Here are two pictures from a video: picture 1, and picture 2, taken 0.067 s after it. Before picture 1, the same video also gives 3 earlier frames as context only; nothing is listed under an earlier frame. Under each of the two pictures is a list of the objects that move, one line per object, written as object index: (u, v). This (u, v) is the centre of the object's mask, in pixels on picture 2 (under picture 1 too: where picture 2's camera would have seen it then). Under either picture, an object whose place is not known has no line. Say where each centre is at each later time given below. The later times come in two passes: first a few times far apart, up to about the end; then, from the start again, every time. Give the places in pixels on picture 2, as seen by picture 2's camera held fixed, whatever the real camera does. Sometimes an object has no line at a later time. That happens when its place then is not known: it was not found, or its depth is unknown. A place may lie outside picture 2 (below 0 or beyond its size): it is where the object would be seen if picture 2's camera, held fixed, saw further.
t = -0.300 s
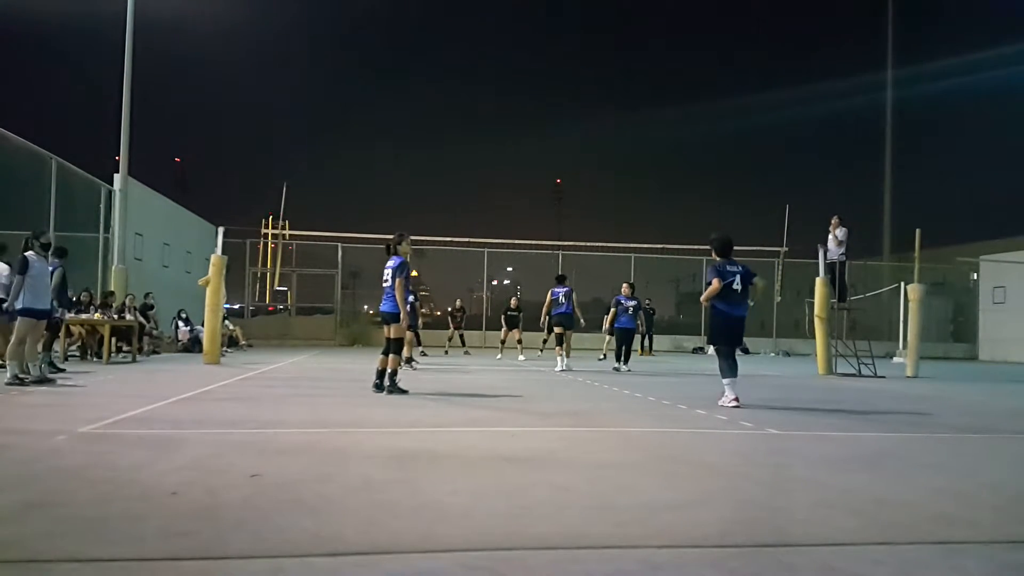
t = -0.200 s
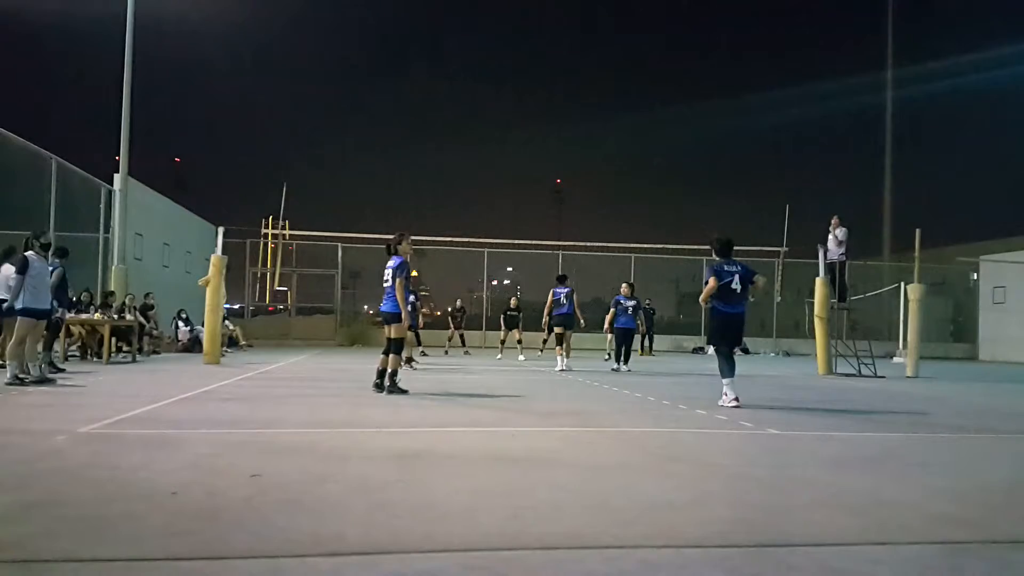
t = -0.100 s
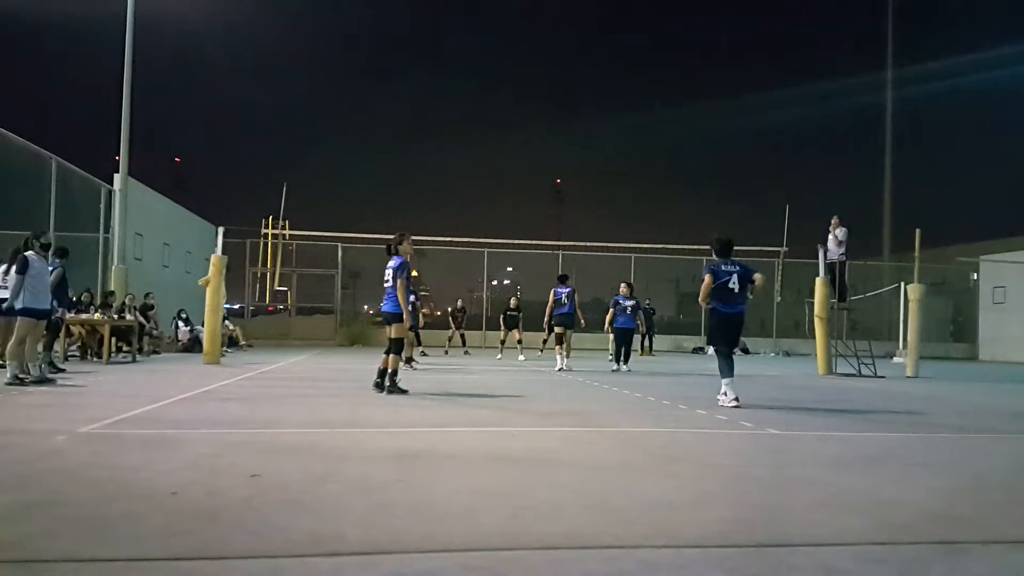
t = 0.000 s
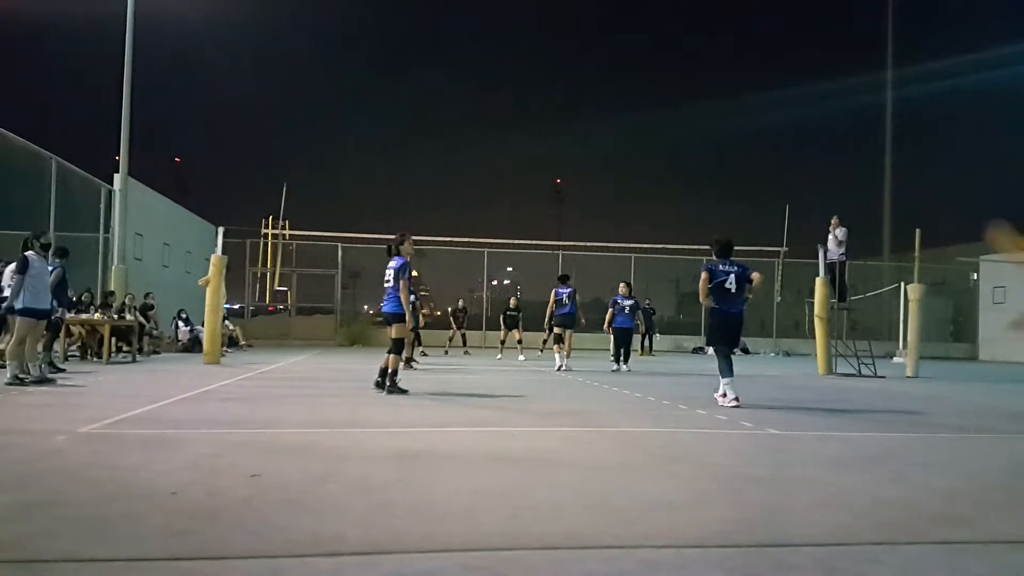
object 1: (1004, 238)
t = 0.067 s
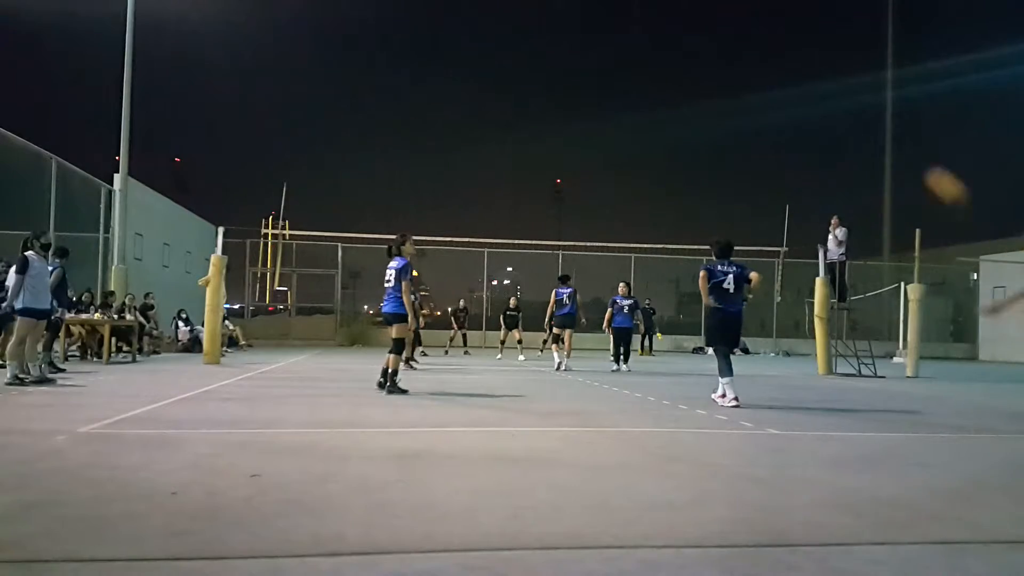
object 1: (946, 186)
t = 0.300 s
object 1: (787, 78)
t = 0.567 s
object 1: (682, 53)
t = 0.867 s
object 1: (607, 88)
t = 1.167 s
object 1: (555, 161)
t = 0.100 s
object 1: (917, 163)
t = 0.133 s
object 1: (892, 143)
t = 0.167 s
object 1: (868, 125)
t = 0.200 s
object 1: (845, 109)
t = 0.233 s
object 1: (824, 97)
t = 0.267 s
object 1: (804, 86)
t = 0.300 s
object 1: (787, 78)
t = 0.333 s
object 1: (771, 71)
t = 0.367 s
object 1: (754, 64)
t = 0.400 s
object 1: (740, 60)
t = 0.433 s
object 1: (727, 57)
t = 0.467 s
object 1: (714, 54)
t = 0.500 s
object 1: (702, 53)
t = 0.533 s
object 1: (692, 52)
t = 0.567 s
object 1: (682, 53)
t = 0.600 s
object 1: (672, 54)
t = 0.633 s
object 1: (662, 56)
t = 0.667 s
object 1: (654, 59)
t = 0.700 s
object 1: (645, 63)
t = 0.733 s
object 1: (637, 67)
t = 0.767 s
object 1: (628, 72)
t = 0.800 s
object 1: (621, 77)
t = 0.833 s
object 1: (613, 82)
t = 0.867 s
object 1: (607, 88)
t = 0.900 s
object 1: (600, 95)
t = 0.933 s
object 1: (593, 102)
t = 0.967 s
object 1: (587, 110)
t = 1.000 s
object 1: (581, 118)
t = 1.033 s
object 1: (575, 126)
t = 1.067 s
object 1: (570, 135)
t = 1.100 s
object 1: (565, 143)
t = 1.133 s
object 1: (559, 152)
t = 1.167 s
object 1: (555, 161)
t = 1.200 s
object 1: (550, 170)
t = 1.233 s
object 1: (546, 180)
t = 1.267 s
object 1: (541, 190)
